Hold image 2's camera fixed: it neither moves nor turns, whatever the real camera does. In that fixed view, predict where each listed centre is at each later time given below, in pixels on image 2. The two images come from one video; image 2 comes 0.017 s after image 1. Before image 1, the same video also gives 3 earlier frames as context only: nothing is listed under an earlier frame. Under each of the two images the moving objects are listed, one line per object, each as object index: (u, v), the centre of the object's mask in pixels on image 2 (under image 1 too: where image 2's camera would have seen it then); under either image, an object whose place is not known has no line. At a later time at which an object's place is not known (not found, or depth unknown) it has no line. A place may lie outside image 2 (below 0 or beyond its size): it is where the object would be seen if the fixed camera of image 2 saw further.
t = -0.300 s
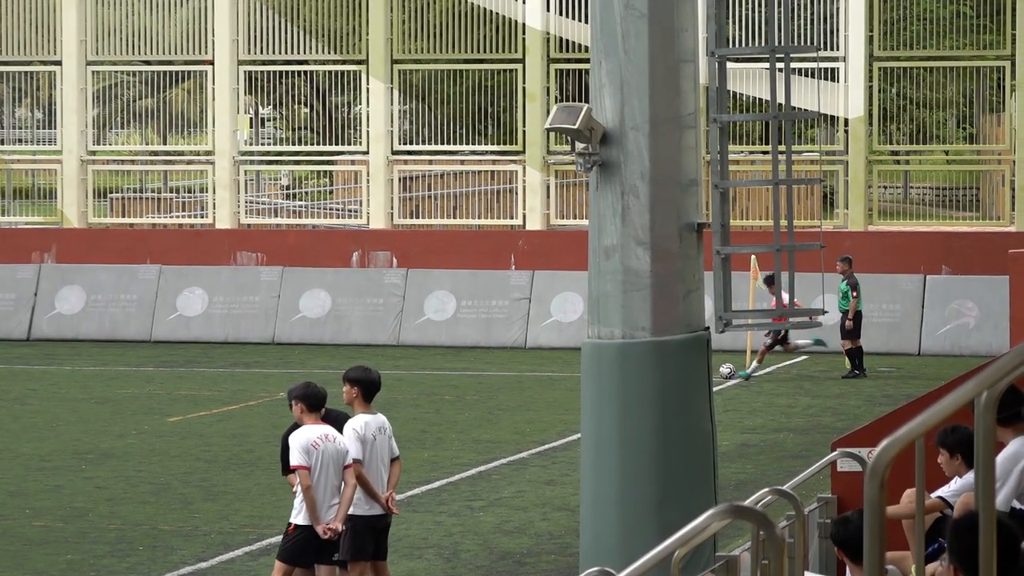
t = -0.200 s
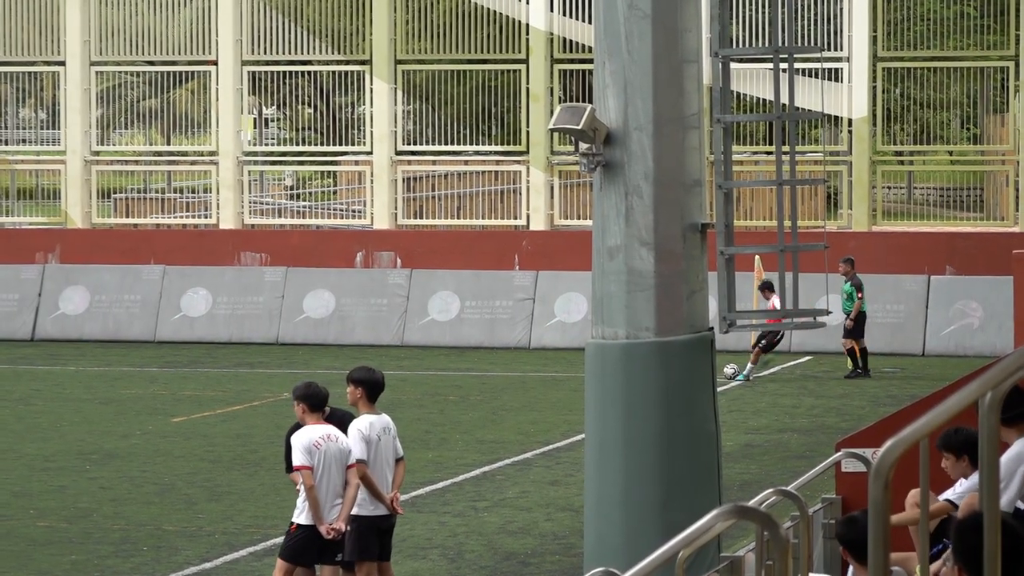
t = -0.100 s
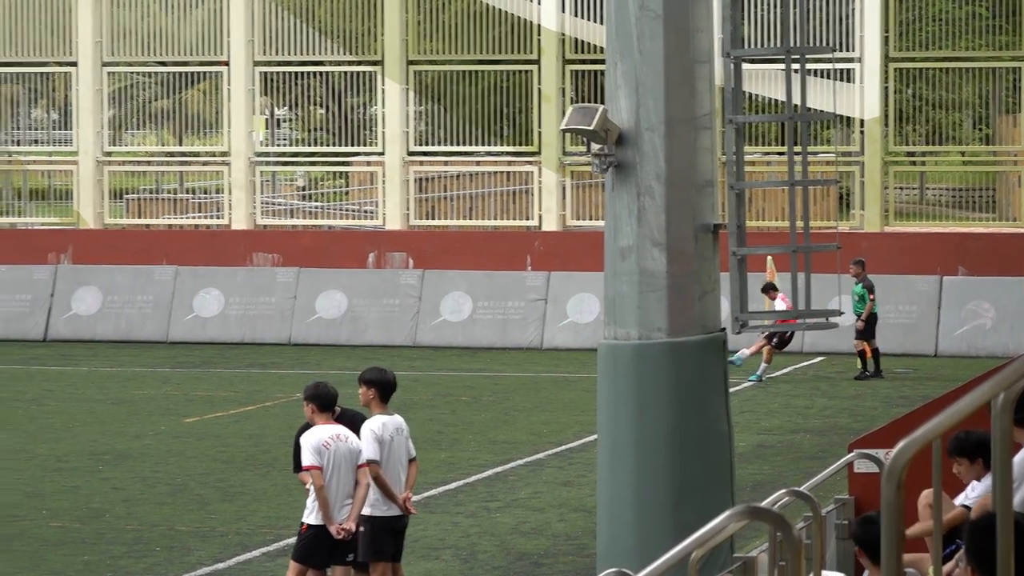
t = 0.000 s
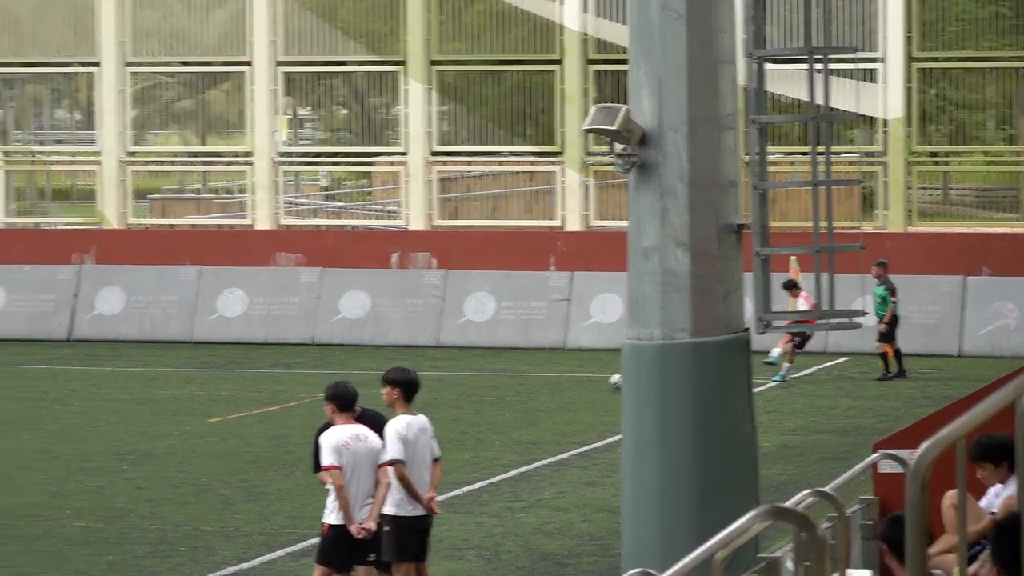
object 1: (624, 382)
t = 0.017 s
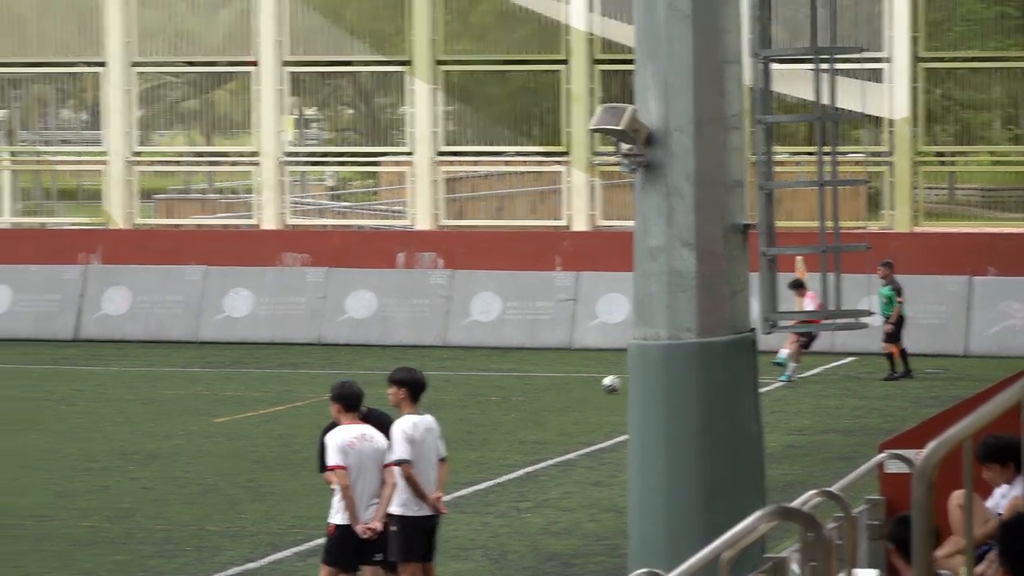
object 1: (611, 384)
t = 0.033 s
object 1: (597, 387)
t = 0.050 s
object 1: (585, 389)
